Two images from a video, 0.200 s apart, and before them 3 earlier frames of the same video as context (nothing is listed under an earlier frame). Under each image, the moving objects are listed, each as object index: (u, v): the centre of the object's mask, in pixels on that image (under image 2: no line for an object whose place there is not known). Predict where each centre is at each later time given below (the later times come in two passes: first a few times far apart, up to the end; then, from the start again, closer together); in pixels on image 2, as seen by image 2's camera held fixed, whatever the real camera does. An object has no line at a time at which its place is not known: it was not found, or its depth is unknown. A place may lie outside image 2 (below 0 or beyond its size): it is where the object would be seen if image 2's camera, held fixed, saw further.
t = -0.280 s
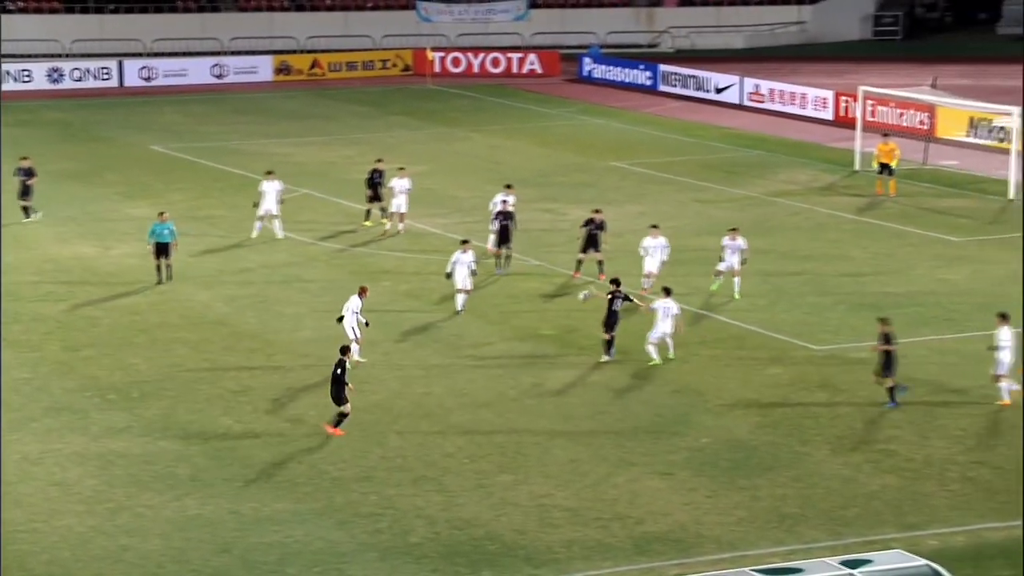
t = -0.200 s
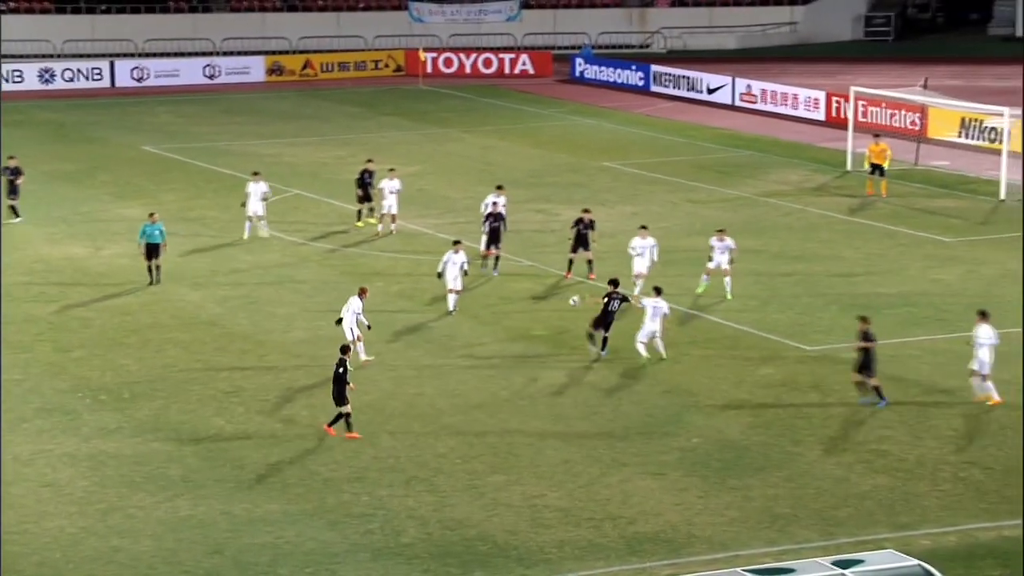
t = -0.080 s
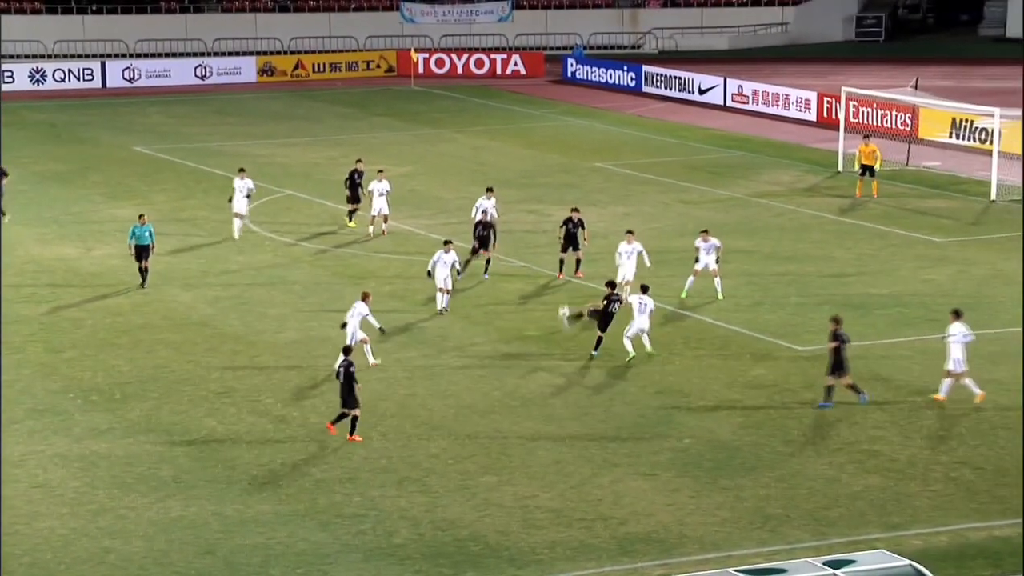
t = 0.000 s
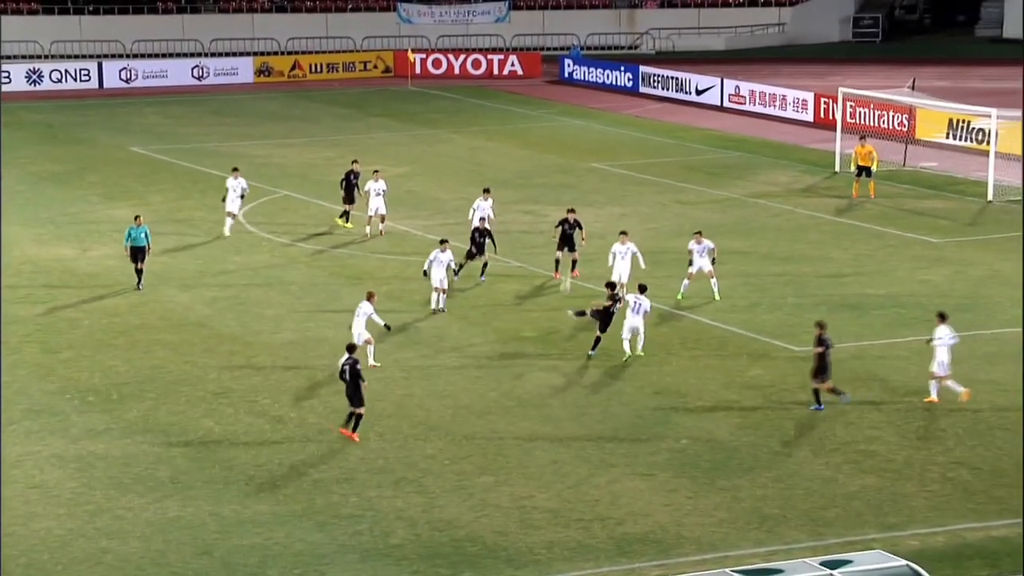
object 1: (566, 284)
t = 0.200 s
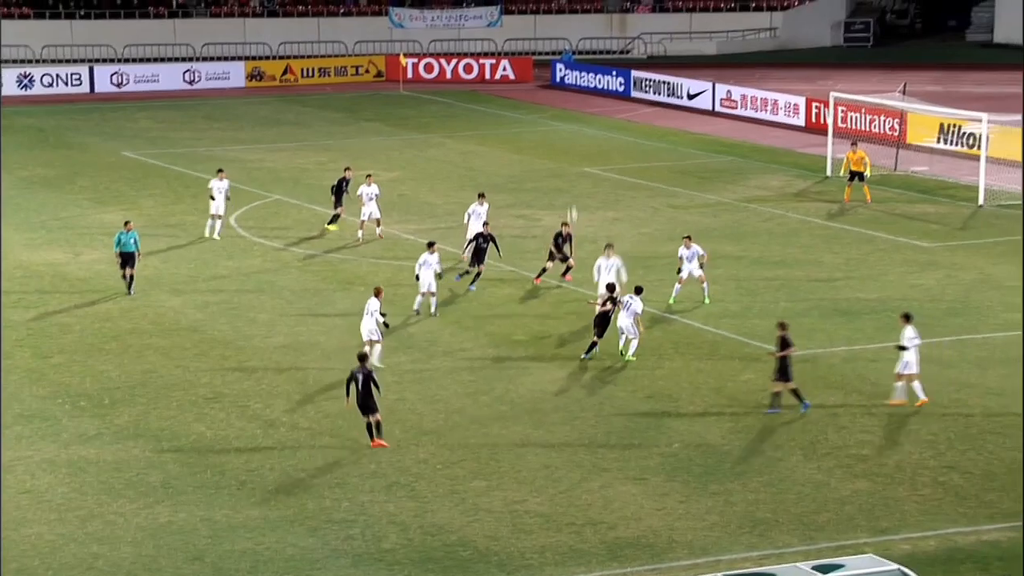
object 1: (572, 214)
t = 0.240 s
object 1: (575, 203)
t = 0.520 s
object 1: (591, 146)
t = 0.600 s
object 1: (595, 137)
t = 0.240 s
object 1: (575, 203)
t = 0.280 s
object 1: (577, 193)
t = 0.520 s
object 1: (591, 146)
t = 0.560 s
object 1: (593, 140)
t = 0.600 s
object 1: (595, 137)
